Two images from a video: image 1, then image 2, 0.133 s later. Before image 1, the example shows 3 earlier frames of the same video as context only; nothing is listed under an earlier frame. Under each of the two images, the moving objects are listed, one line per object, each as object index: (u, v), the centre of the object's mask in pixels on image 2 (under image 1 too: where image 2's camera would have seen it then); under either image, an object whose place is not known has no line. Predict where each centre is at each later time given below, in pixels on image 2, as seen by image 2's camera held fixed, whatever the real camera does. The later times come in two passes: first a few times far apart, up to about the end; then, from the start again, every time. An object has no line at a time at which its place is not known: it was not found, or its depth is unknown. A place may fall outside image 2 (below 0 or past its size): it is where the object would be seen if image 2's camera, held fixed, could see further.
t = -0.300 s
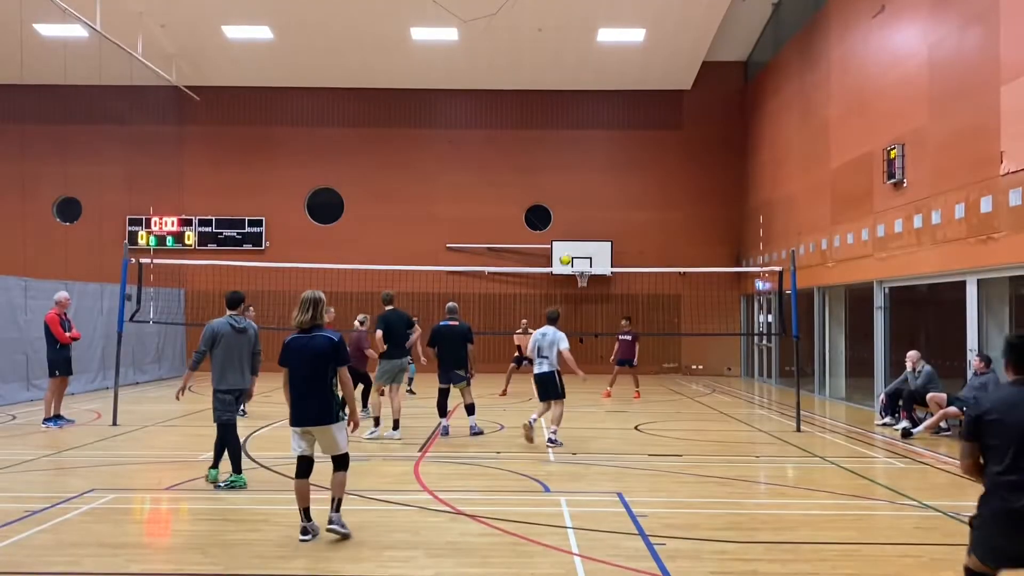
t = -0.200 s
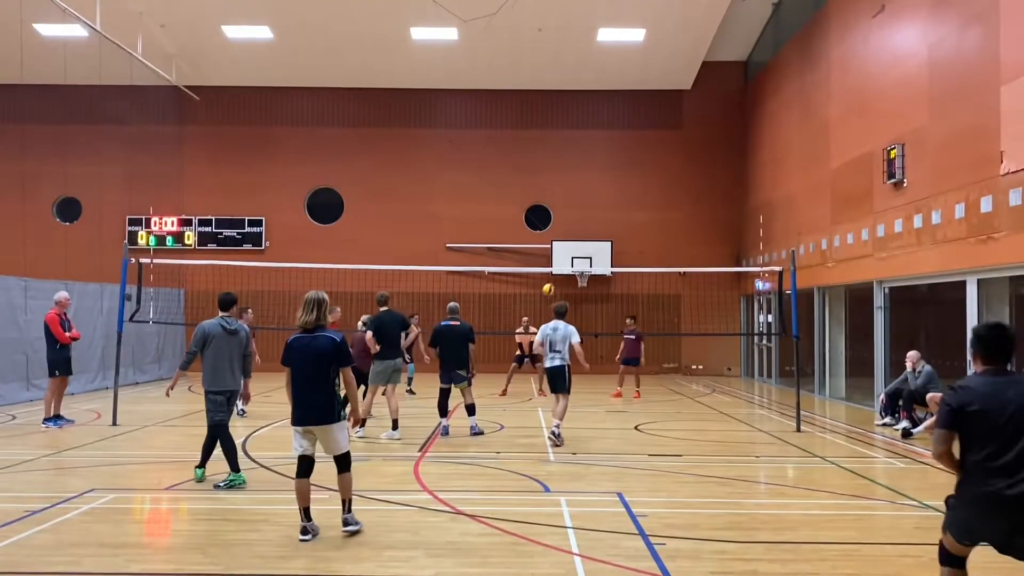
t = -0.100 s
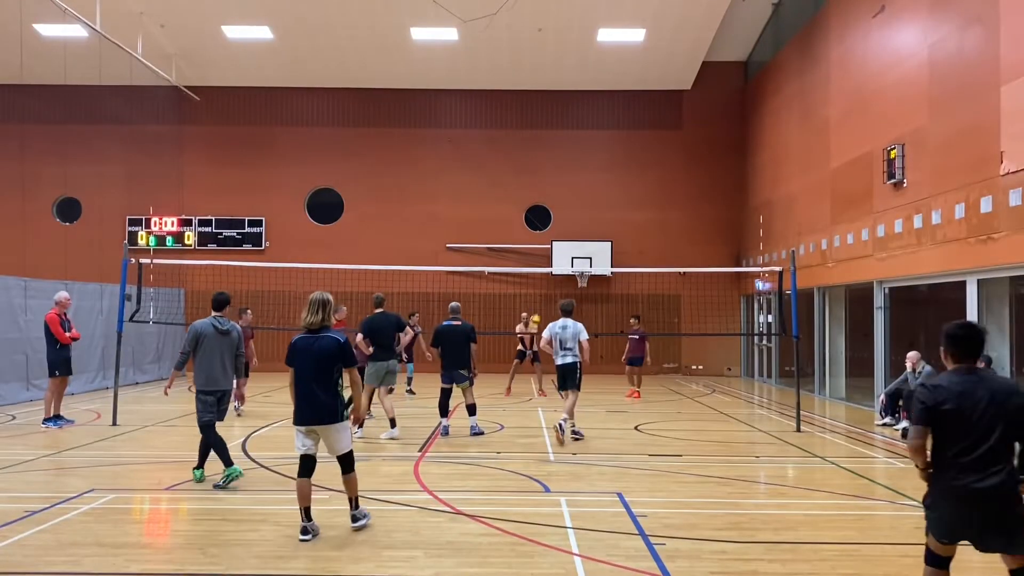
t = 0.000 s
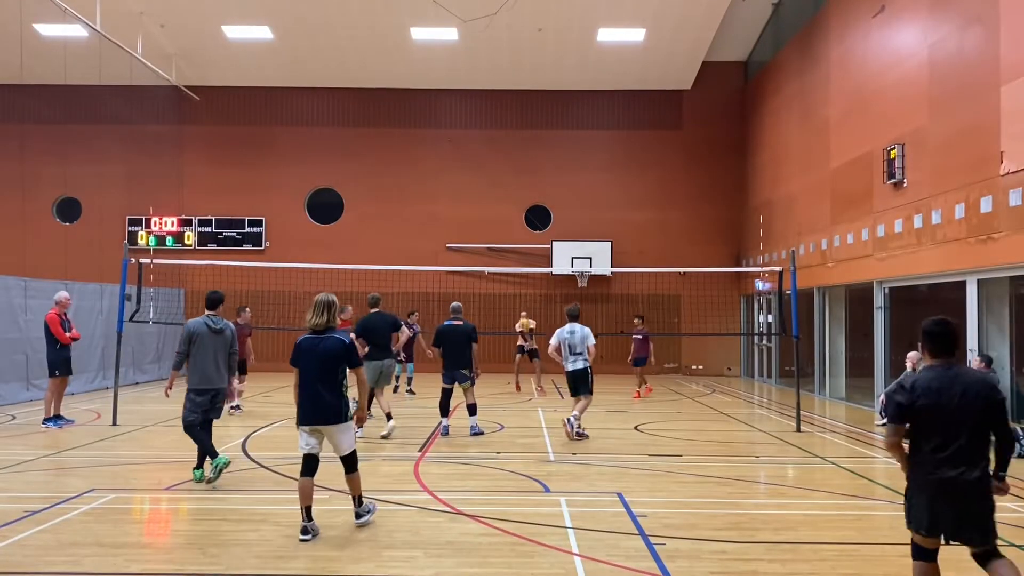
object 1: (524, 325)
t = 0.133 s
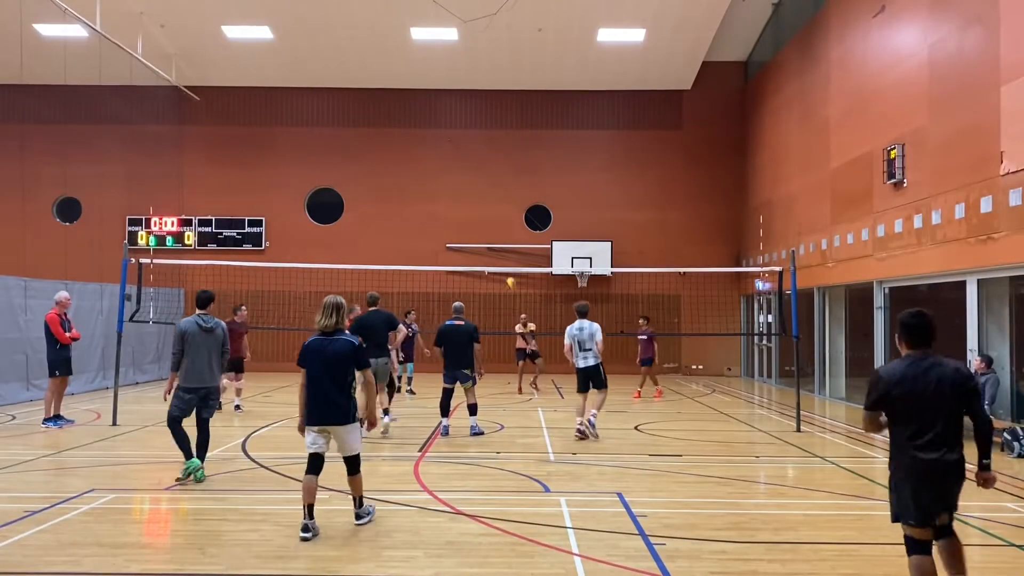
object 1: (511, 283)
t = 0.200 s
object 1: (504, 264)
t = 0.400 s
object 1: (483, 227)
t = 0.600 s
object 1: (460, 205)
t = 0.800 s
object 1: (436, 204)
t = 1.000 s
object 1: (411, 223)
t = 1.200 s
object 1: (385, 261)
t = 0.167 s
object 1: (507, 275)
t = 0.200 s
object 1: (504, 264)
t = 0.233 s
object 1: (501, 258)
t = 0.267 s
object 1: (497, 251)
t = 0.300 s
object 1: (494, 245)
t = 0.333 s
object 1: (490, 238)
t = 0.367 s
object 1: (487, 232)
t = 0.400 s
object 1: (483, 227)
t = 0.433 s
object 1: (479, 222)
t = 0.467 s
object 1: (476, 217)
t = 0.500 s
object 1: (472, 214)
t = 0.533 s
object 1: (468, 210)
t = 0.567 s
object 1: (464, 208)
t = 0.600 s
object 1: (460, 205)
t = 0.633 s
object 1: (456, 204)
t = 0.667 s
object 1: (452, 202)
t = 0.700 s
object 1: (448, 202)
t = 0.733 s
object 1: (444, 202)
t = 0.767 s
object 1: (440, 202)
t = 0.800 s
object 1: (436, 204)
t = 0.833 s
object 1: (432, 206)
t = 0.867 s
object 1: (428, 207)
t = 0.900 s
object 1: (423, 211)
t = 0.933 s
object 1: (419, 214)
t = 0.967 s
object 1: (415, 217)
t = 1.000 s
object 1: (411, 223)
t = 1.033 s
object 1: (407, 228)
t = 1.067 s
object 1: (402, 234)
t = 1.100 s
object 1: (398, 240)
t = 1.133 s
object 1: (393, 247)
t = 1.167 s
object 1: (389, 255)
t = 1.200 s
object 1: (385, 261)
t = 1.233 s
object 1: (380, 273)
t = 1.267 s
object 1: (375, 282)
